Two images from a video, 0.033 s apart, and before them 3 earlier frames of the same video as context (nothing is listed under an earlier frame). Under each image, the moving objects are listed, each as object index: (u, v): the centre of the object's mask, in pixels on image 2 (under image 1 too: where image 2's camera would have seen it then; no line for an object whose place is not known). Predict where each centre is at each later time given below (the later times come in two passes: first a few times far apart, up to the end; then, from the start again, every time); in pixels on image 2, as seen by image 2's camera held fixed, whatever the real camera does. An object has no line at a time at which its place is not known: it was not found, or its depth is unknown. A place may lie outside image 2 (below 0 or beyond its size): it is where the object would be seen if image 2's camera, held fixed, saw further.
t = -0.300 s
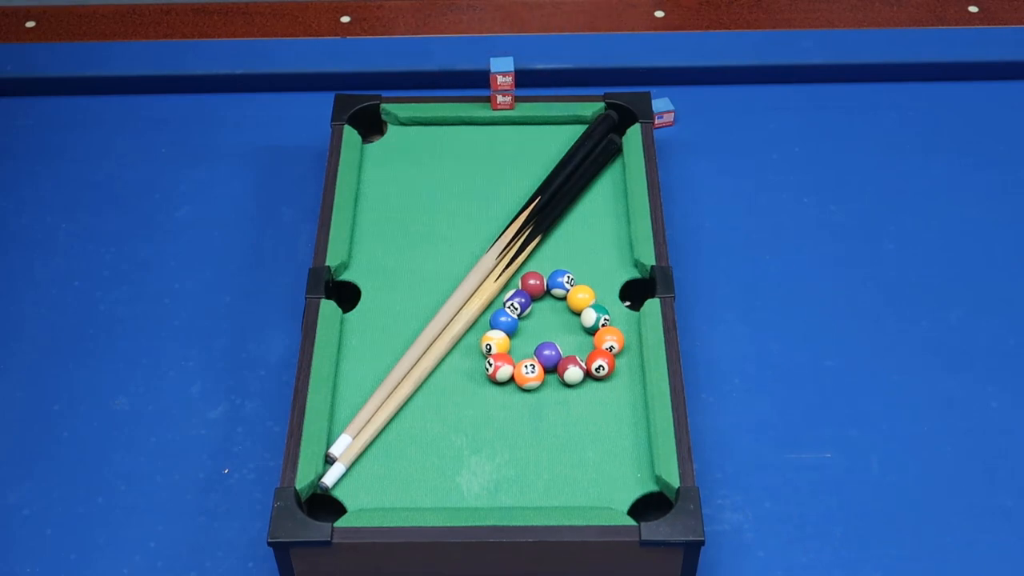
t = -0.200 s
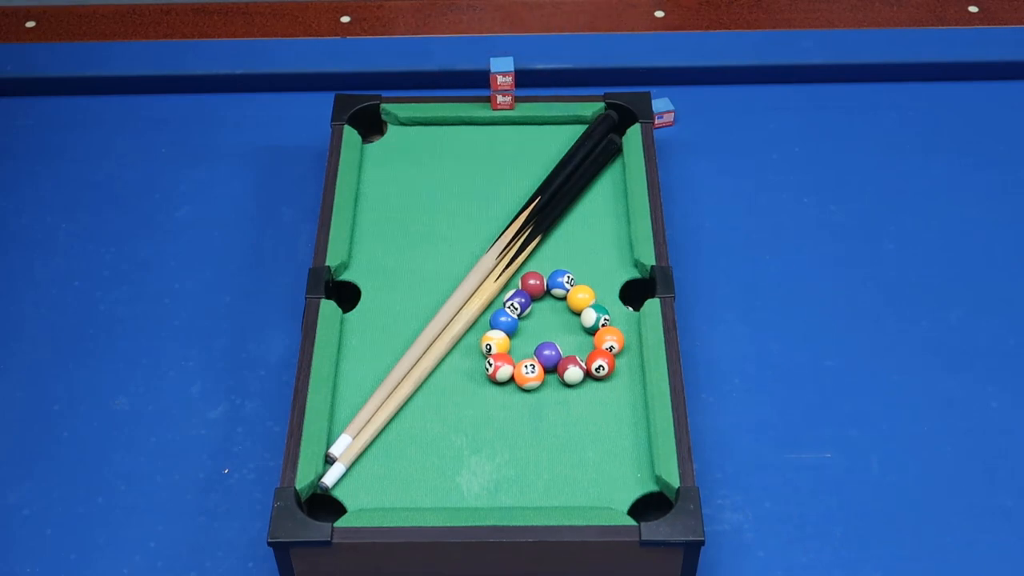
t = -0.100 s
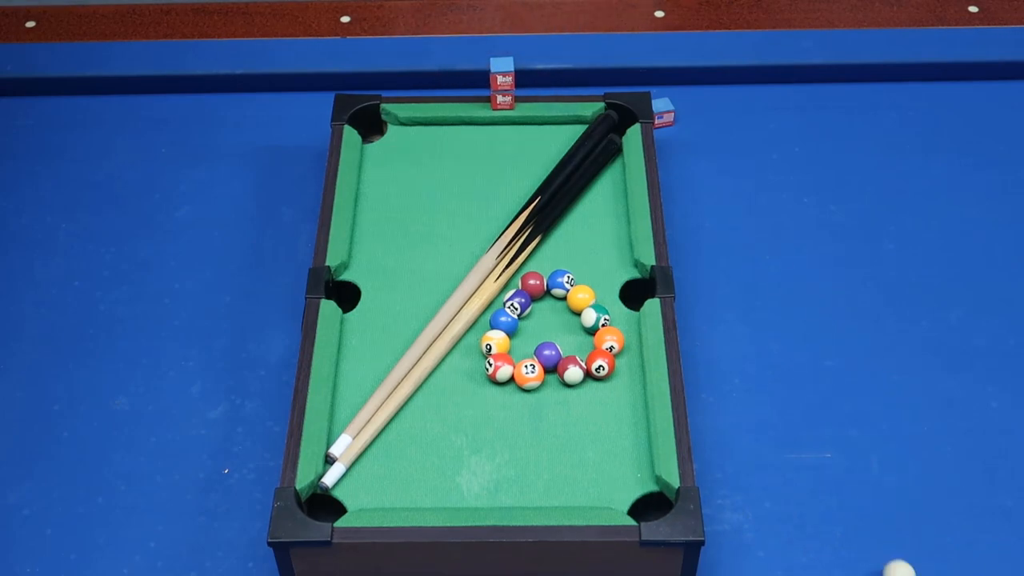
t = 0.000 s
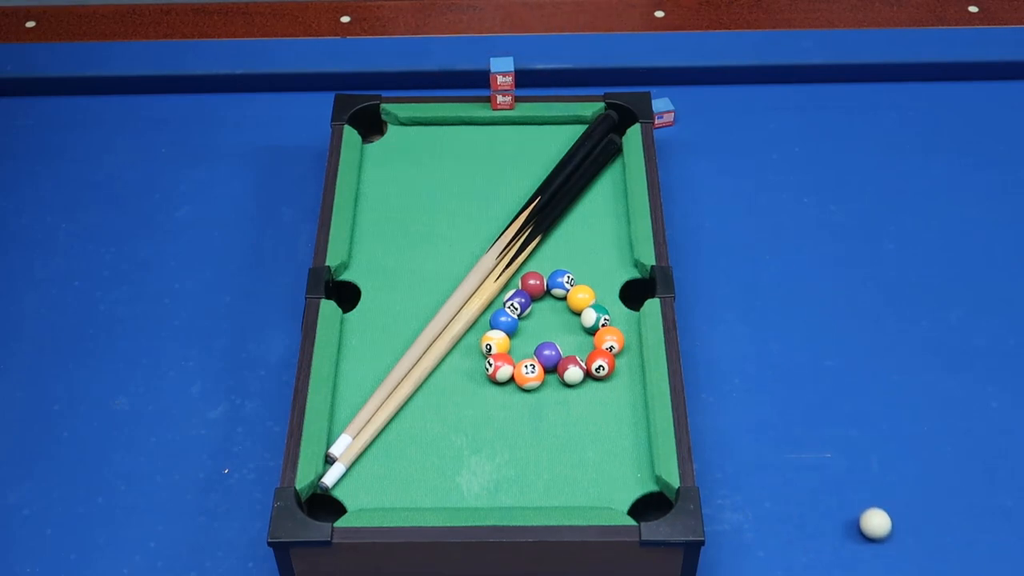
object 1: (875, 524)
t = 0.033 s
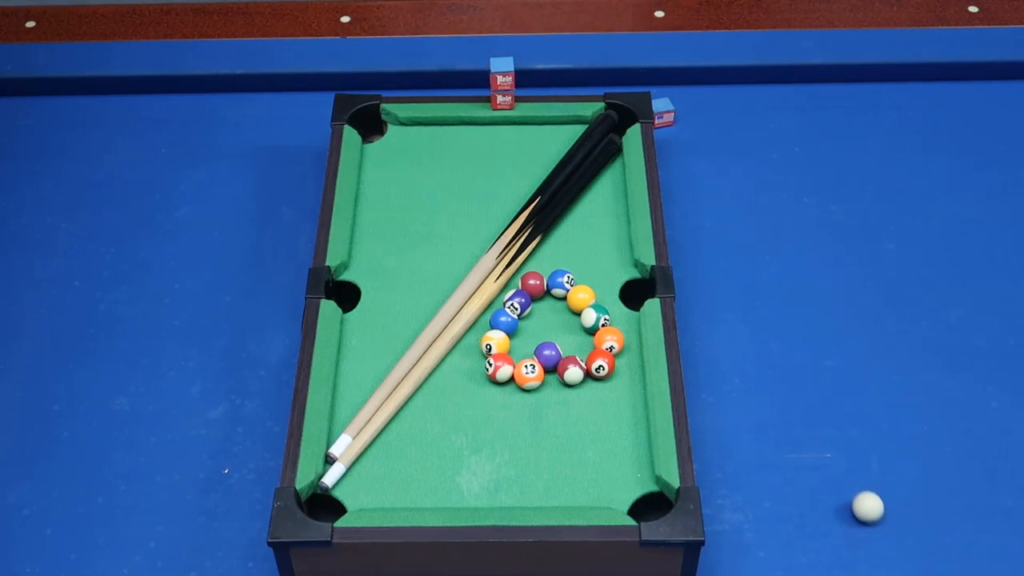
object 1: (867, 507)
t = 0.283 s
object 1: (817, 396)
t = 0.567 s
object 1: (770, 292)
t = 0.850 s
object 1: (732, 207)
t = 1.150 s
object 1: (697, 133)
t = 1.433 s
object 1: (674, 91)
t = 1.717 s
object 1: (676, 99)
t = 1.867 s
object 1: (679, 100)
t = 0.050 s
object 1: (864, 499)
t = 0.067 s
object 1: (860, 491)
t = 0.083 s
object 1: (856, 483)
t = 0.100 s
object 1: (853, 476)
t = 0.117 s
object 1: (849, 468)
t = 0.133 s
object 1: (846, 460)
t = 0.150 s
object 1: (843, 453)
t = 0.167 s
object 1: (839, 445)
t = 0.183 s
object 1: (836, 438)
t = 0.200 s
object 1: (833, 431)
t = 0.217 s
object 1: (829, 424)
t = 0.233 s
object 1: (826, 416)
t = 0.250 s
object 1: (823, 409)
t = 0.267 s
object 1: (820, 403)
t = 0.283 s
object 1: (817, 396)
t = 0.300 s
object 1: (814, 389)
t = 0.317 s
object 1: (811, 382)
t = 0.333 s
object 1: (808, 376)
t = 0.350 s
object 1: (805, 369)
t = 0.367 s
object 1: (802, 363)
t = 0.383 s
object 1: (799, 357)
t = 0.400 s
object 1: (796, 350)
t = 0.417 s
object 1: (794, 344)
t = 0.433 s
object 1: (791, 338)
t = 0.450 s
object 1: (788, 332)
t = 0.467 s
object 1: (785, 326)
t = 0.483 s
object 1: (783, 320)
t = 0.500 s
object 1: (780, 314)
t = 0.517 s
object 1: (778, 309)
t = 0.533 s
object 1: (775, 303)
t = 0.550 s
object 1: (773, 297)
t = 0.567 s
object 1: (770, 292)
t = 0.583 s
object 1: (768, 287)
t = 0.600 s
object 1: (765, 281)
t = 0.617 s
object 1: (763, 276)
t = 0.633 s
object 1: (761, 270)
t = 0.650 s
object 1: (758, 265)
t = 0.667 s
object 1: (756, 260)
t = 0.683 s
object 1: (754, 255)
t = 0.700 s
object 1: (751, 250)
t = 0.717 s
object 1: (749, 245)
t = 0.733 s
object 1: (747, 240)
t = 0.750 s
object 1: (744, 235)
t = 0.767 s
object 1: (742, 230)
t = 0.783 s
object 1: (740, 226)
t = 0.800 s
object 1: (738, 221)
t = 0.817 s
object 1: (736, 216)
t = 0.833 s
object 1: (734, 212)
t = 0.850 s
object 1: (732, 207)
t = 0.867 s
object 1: (729, 203)
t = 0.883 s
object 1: (727, 198)
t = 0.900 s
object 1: (725, 194)
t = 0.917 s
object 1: (723, 189)
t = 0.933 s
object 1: (721, 185)
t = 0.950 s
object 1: (719, 181)
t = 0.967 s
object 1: (717, 177)
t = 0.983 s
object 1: (716, 172)
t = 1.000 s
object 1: (714, 168)
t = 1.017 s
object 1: (712, 164)
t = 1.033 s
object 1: (710, 160)
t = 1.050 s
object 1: (708, 156)
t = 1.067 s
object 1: (706, 152)
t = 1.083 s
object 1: (704, 148)
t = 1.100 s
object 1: (703, 144)
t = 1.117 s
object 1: (701, 141)
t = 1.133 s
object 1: (699, 137)
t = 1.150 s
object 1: (697, 133)
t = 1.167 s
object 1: (696, 129)
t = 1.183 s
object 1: (694, 126)
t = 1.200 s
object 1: (692, 122)
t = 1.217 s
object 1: (691, 118)
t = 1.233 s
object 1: (689, 115)
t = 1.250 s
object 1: (688, 111)
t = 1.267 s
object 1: (686, 108)
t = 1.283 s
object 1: (685, 104)
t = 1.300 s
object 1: (683, 101)
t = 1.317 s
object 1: (681, 97)
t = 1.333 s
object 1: (680, 94)
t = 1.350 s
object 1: (678, 91)
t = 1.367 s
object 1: (677, 87)
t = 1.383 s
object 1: (676, 88)
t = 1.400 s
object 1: (675, 89)
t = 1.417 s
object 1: (675, 90)
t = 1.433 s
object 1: (674, 91)
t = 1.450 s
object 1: (674, 93)
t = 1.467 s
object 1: (673, 94)
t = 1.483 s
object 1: (673, 94)
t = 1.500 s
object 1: (673, 95)
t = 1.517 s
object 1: (672, 96)
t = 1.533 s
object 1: (673, 97)
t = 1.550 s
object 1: (673, 97)
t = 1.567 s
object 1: (673, 97)
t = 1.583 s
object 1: (674, 97)
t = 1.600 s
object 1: (674, 97)
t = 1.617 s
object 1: (674, 98)
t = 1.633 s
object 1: (675, 98)
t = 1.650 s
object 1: (675, 98)
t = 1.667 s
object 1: (675, 98)
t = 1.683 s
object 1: (676, 98)
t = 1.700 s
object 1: (676, 98)
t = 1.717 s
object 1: (676, 99)
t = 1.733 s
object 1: (677, 99)
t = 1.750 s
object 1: (677, 99)
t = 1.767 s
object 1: (677, 99)
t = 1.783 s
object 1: (677, 99)
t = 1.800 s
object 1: (678, 99)
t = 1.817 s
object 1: (678, 99)
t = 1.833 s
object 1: (678, 99)
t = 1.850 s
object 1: (678, 100)
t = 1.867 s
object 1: (679, 100)
